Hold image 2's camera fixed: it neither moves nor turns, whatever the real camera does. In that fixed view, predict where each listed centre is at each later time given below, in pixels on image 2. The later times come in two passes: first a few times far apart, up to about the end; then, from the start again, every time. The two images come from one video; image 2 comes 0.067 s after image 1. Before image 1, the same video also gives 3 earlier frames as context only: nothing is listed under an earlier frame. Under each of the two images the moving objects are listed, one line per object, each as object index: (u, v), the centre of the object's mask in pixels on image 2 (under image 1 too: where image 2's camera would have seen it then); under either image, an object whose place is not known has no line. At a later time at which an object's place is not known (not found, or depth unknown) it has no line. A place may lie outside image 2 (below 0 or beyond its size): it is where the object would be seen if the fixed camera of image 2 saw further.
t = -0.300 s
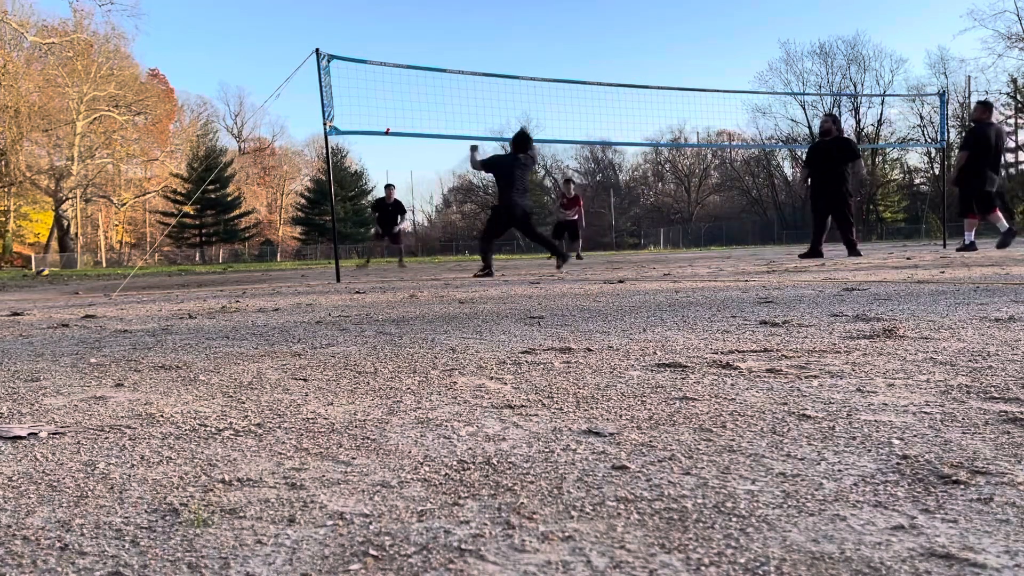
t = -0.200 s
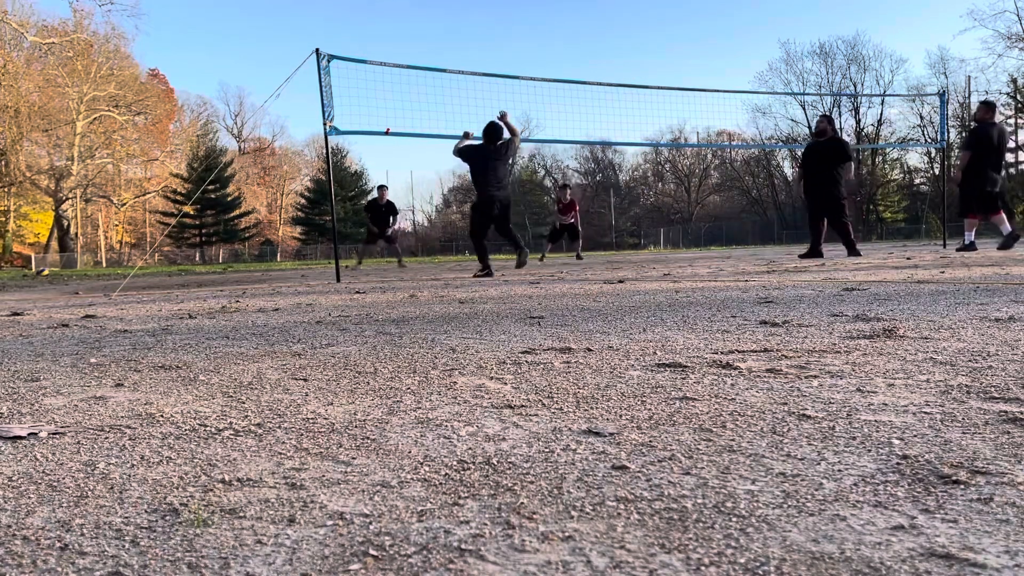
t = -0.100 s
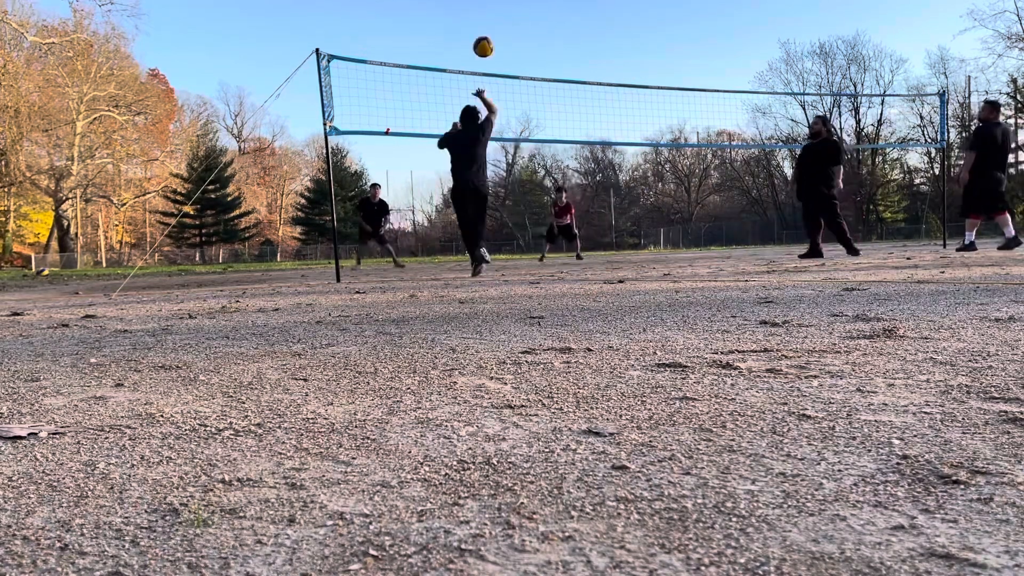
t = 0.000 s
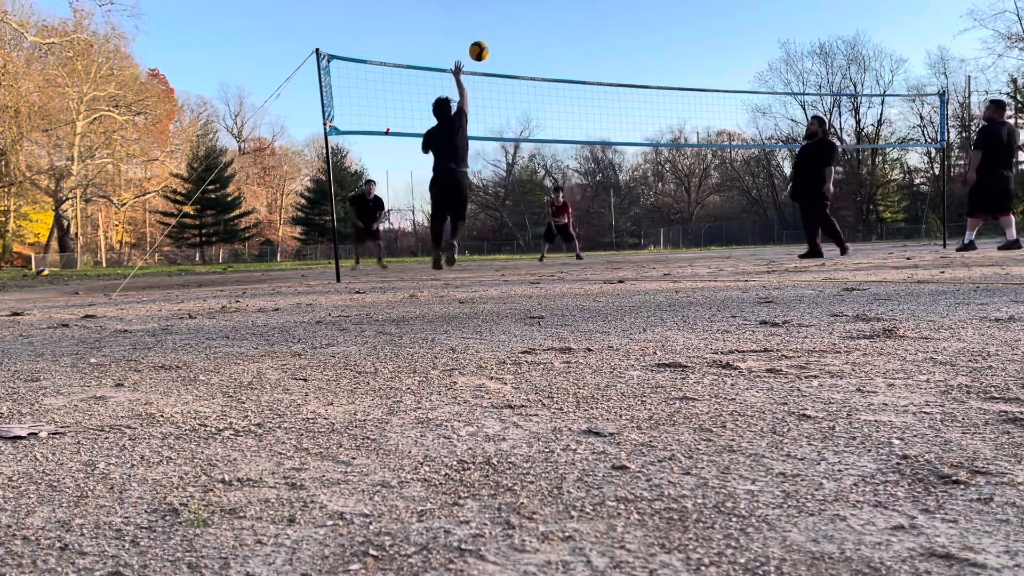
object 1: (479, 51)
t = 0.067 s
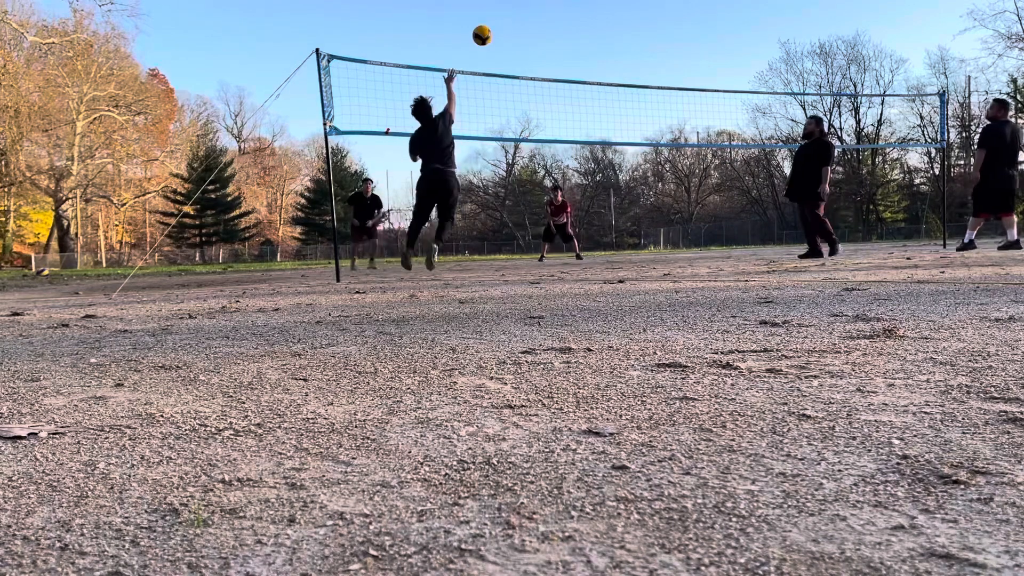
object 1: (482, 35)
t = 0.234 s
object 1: (490, 17)
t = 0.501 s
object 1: (504, 39)
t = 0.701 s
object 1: (513, 87)
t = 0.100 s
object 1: (484, 29)
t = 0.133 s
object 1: (485, 24)
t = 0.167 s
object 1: (487, 20)
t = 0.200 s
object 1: (489, 18)
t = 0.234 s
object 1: (490, 17)
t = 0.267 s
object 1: (492, 16)
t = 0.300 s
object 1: (494, 17)
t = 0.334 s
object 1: (495, 18)
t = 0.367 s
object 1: (497, 21)
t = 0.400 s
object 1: (499, 24)
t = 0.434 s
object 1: (500, 28)
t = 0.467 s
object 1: (502, 33)
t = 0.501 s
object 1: (504, 39)
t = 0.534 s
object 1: (505, 45)
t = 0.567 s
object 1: (507, 52)
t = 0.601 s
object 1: (508, 60)
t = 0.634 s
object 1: (510, 68)
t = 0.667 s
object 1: (511, 77)
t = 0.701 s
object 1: (513, 87)
